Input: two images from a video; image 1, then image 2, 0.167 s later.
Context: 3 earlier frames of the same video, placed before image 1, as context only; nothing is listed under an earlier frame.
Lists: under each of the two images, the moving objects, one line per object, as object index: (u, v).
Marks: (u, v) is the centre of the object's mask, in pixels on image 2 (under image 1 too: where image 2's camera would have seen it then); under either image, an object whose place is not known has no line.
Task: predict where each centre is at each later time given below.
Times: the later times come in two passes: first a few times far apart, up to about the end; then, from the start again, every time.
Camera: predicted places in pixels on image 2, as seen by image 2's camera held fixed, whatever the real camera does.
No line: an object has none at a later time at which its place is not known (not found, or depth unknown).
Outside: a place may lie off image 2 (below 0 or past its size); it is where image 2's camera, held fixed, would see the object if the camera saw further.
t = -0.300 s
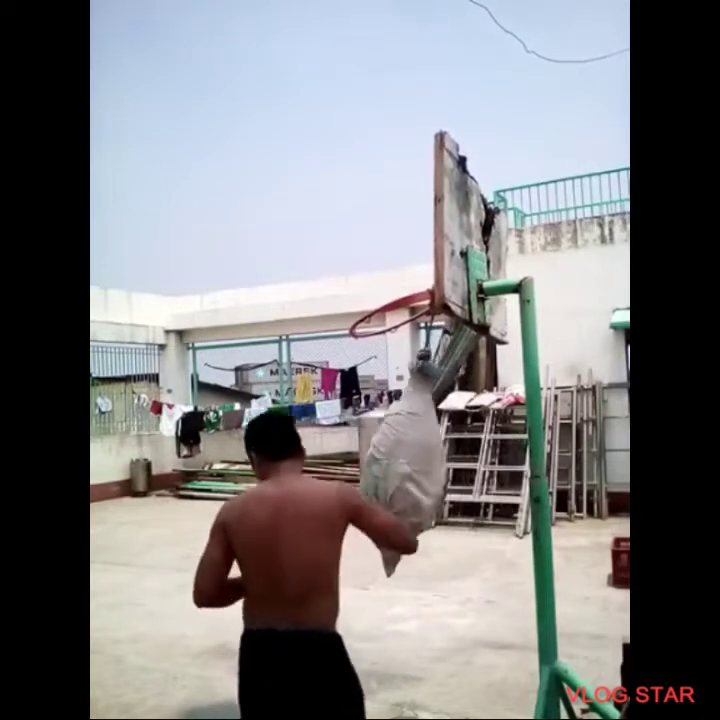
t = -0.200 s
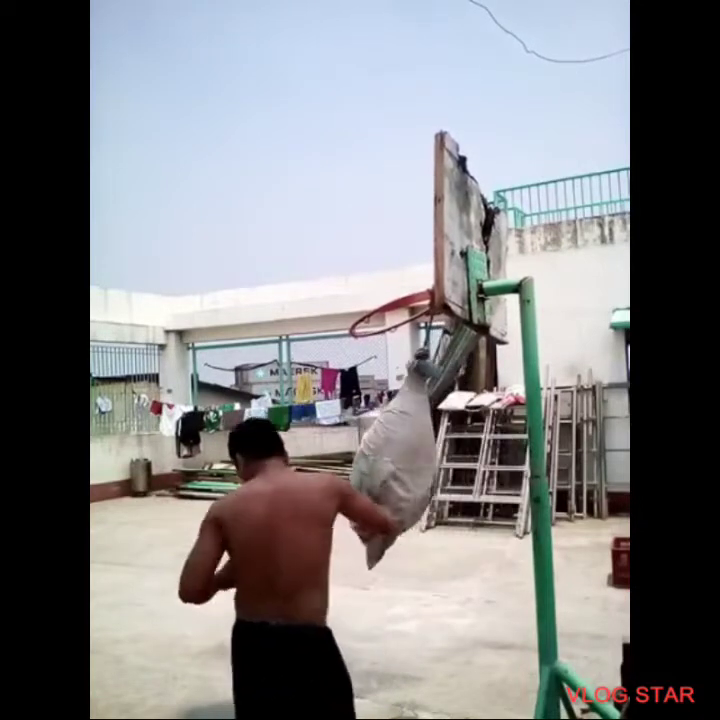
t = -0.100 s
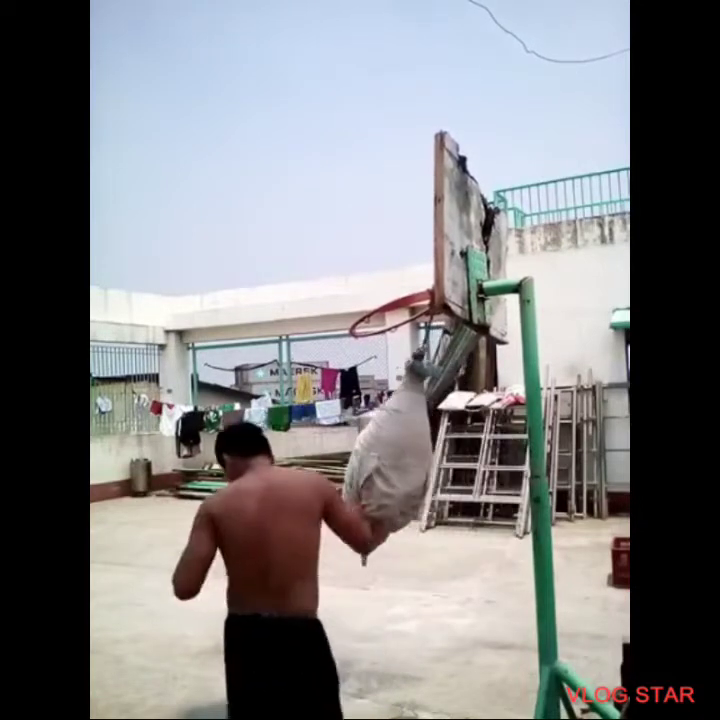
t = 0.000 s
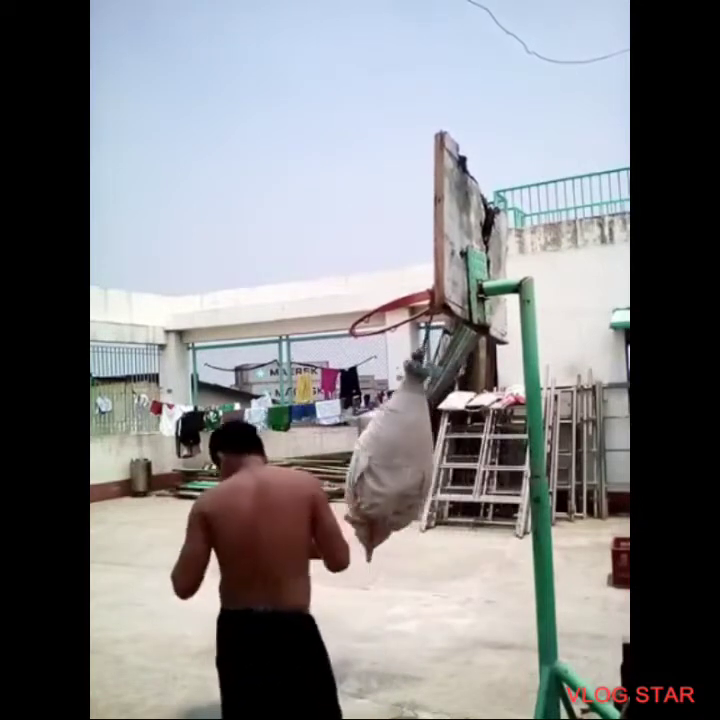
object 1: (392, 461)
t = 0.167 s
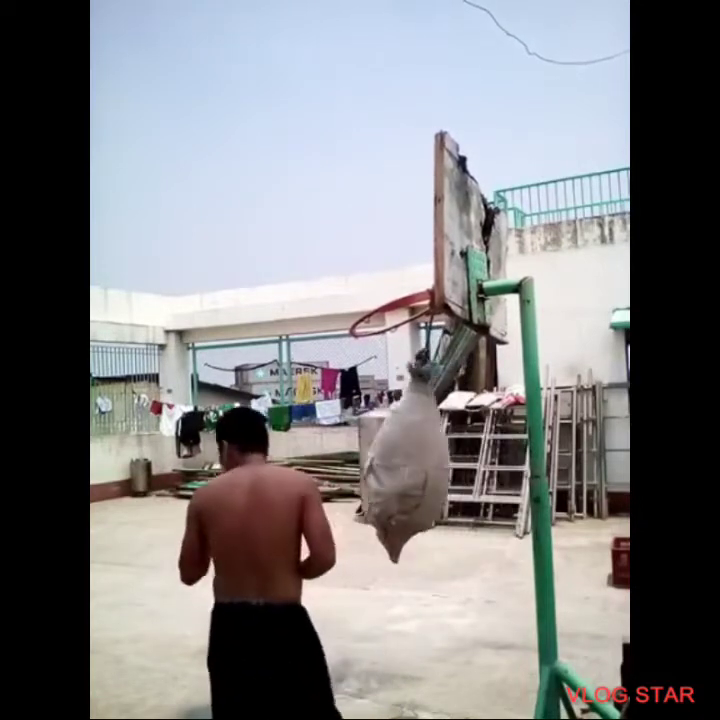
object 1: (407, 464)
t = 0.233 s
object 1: (418, 464)
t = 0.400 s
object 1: (445, 467)
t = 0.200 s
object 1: (413, 464)
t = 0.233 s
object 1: (418, 464)
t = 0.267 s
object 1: (423, 465)
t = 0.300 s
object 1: (429, 465)
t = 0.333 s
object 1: (434, 466)
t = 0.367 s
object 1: (439, 467)
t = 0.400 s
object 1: (445, 467)
